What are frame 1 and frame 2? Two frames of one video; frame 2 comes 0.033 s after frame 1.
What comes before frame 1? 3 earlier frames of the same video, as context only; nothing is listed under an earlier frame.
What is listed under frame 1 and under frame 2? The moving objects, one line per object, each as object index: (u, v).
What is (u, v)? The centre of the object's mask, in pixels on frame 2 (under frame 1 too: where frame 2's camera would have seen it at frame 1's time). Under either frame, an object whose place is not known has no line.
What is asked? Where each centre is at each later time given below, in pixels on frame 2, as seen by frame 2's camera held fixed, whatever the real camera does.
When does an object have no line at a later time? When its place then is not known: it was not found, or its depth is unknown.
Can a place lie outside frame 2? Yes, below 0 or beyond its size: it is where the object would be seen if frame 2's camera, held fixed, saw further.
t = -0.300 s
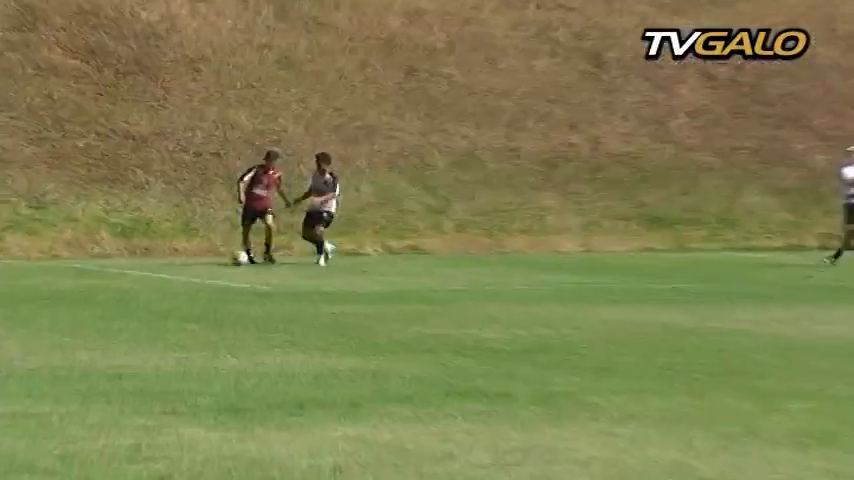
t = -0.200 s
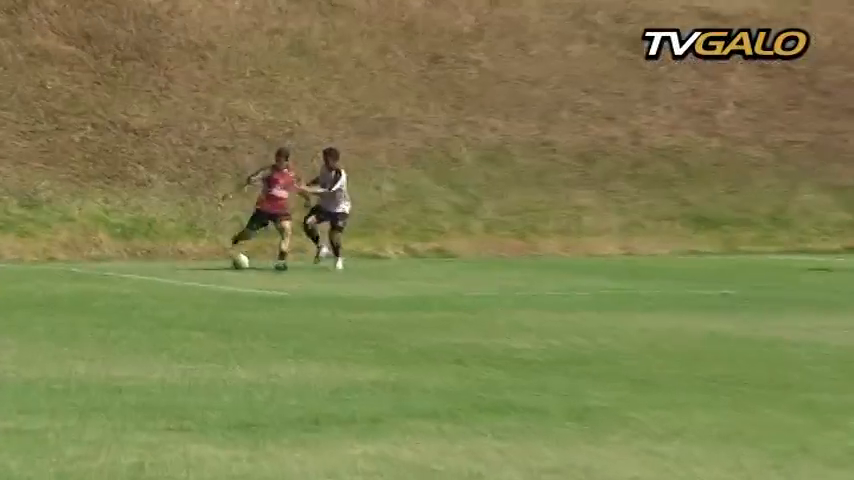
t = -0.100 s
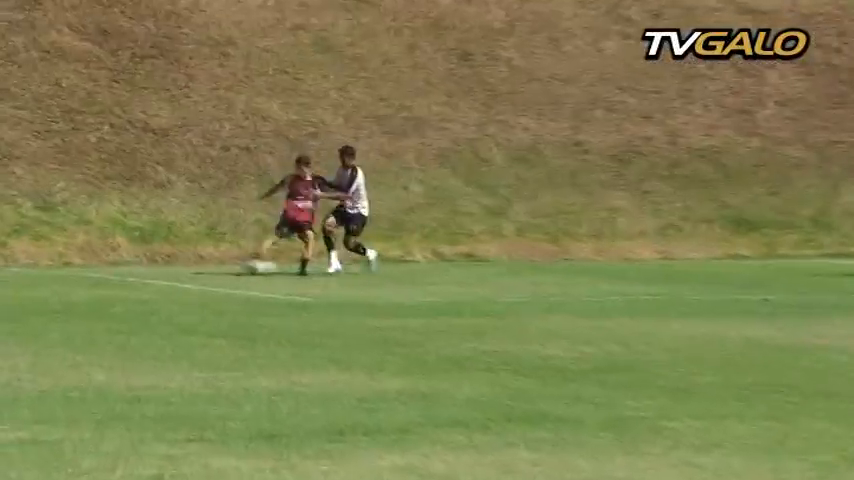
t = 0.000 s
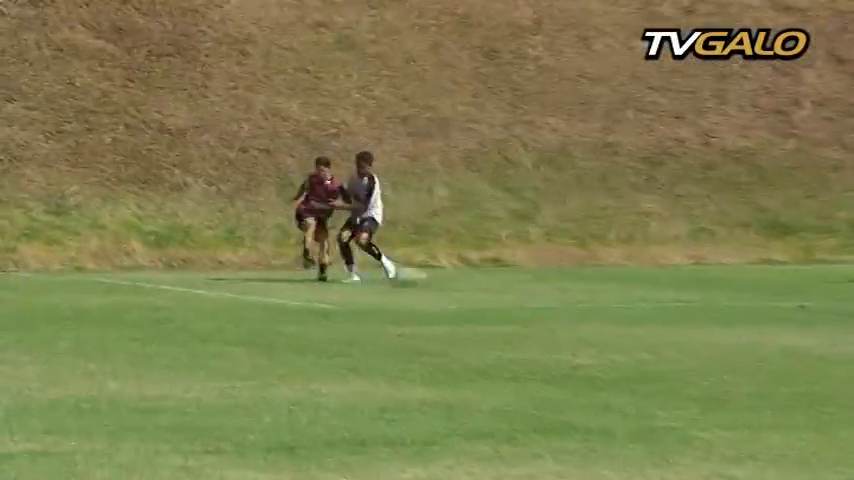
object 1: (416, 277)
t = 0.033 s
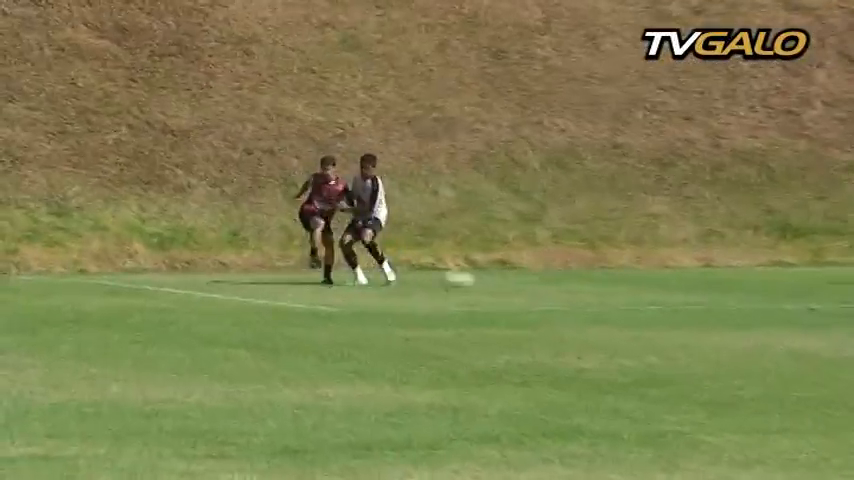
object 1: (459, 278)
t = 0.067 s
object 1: (502, 280)
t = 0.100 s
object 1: (542, 281)
